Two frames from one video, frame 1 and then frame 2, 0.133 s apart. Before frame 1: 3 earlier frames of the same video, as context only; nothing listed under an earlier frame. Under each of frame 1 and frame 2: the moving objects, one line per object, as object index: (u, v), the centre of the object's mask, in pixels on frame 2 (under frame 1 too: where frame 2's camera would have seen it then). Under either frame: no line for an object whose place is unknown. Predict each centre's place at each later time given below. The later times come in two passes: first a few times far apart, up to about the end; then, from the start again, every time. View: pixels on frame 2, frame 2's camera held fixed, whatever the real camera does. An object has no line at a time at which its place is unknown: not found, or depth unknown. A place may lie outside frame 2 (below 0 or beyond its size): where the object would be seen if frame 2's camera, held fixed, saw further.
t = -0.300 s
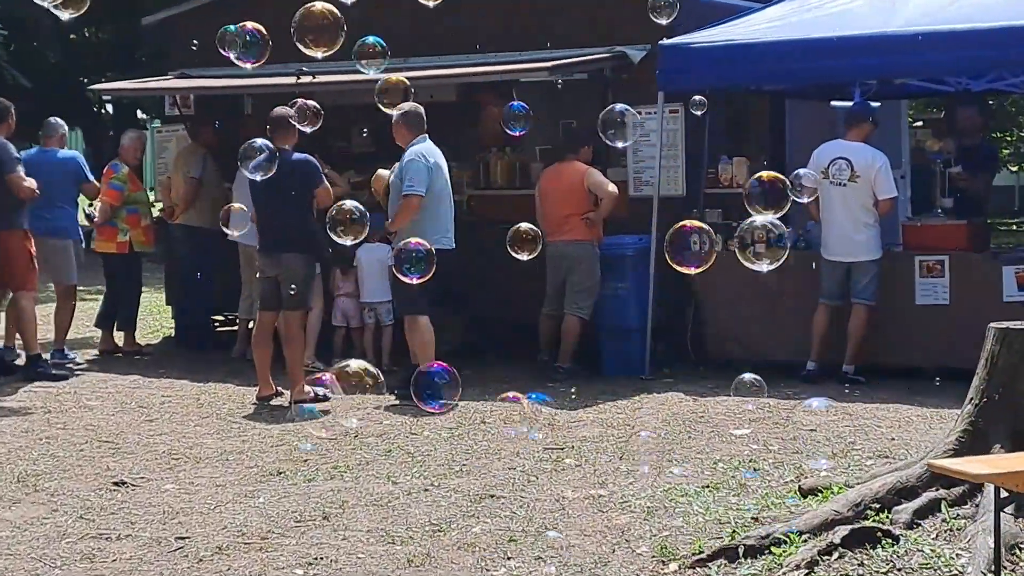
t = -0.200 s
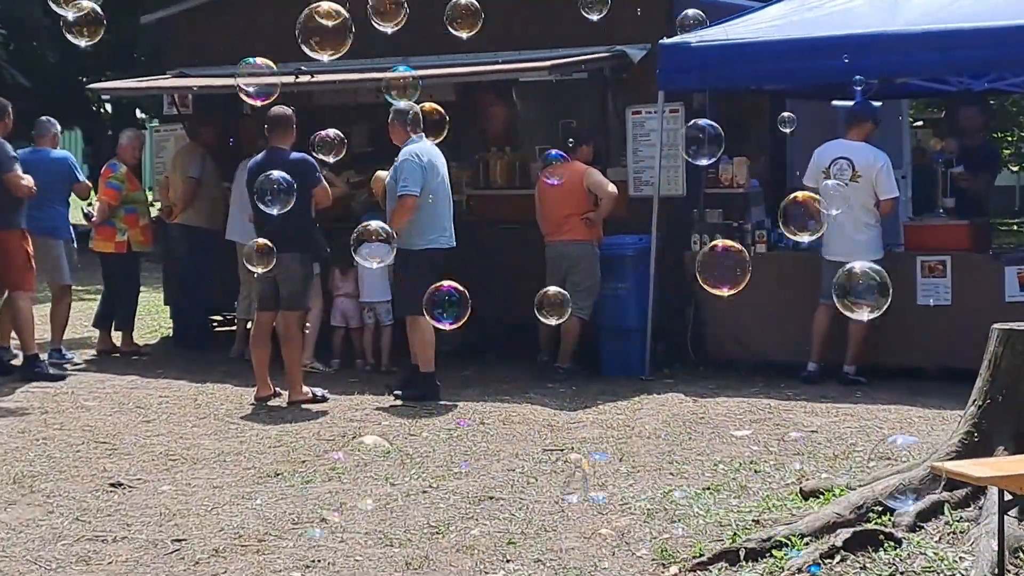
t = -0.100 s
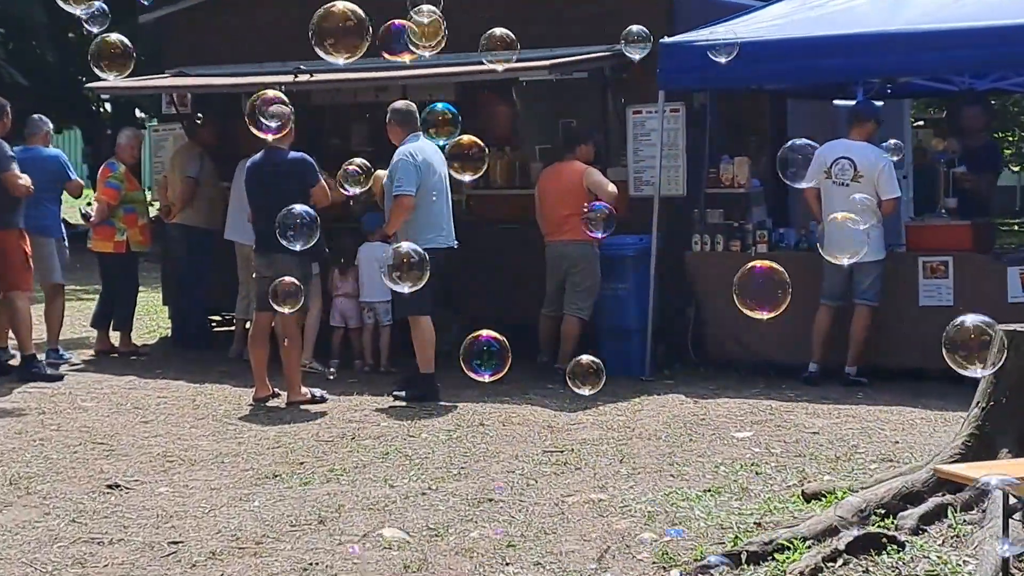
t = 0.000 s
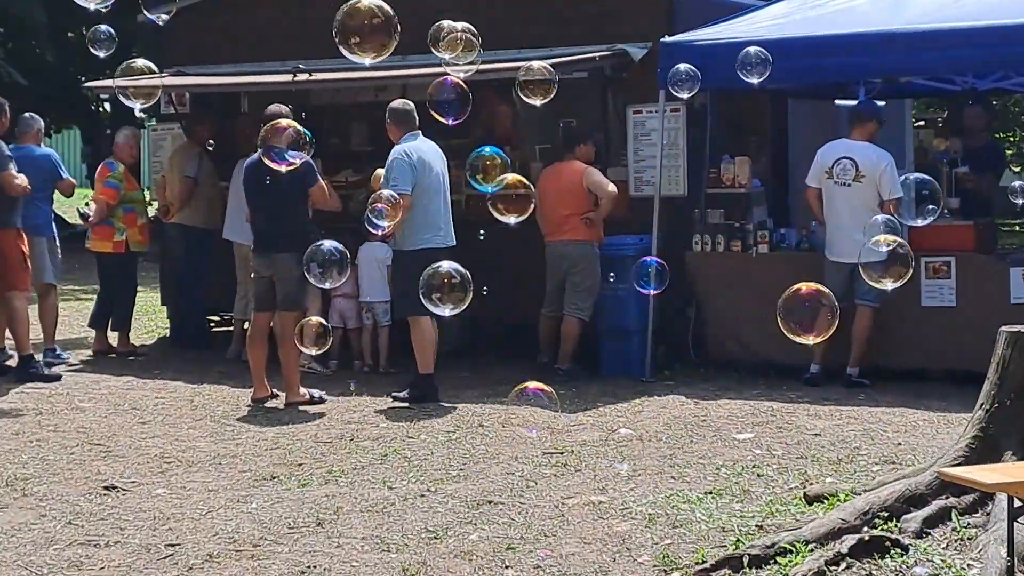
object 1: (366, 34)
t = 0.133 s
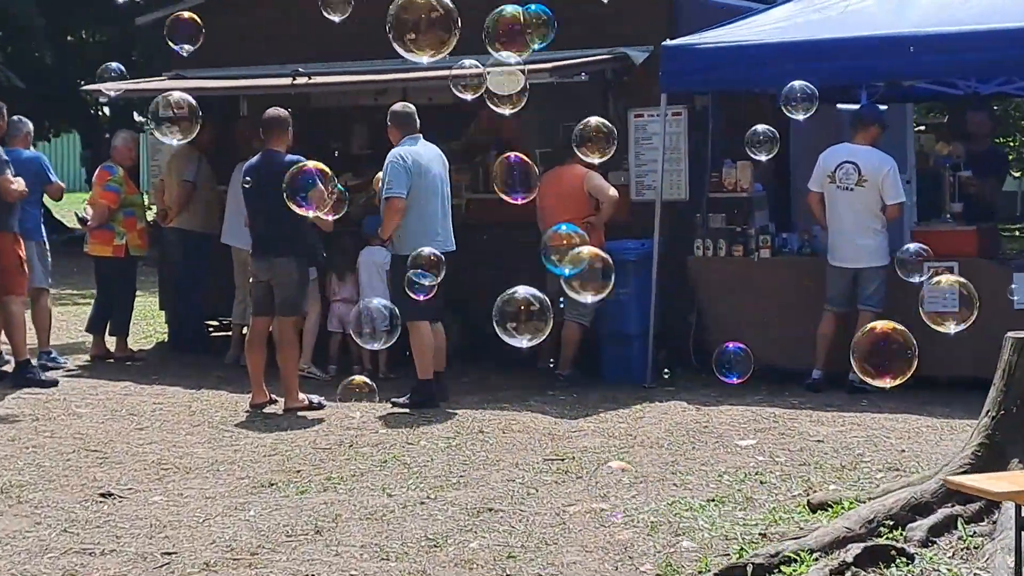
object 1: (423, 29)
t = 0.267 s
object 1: (503, 23)
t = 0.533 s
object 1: (691, 26)
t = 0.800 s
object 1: (902, 45)
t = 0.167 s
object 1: (442, 27)
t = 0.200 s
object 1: (460, 26)
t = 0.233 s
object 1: (476, 26)
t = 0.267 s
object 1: (503, 23)
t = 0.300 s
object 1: (526, 23)
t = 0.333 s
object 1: (549, 23)
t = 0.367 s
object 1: (572, 24)
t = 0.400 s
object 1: (596, 25)
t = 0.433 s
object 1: (622, 27)
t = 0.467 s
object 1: (648, 26)
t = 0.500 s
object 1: (669, 25)
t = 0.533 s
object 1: (691, 26)
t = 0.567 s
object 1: (716, 28)
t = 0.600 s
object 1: (741, 30)
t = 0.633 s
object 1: (768, 32)
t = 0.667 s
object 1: (796, 35)
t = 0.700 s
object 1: (823, 38)
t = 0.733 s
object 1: (849, 41)
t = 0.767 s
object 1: (876, 43)
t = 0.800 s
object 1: (902, 45)
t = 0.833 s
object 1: (928, 47)
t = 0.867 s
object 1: (954, 48)
